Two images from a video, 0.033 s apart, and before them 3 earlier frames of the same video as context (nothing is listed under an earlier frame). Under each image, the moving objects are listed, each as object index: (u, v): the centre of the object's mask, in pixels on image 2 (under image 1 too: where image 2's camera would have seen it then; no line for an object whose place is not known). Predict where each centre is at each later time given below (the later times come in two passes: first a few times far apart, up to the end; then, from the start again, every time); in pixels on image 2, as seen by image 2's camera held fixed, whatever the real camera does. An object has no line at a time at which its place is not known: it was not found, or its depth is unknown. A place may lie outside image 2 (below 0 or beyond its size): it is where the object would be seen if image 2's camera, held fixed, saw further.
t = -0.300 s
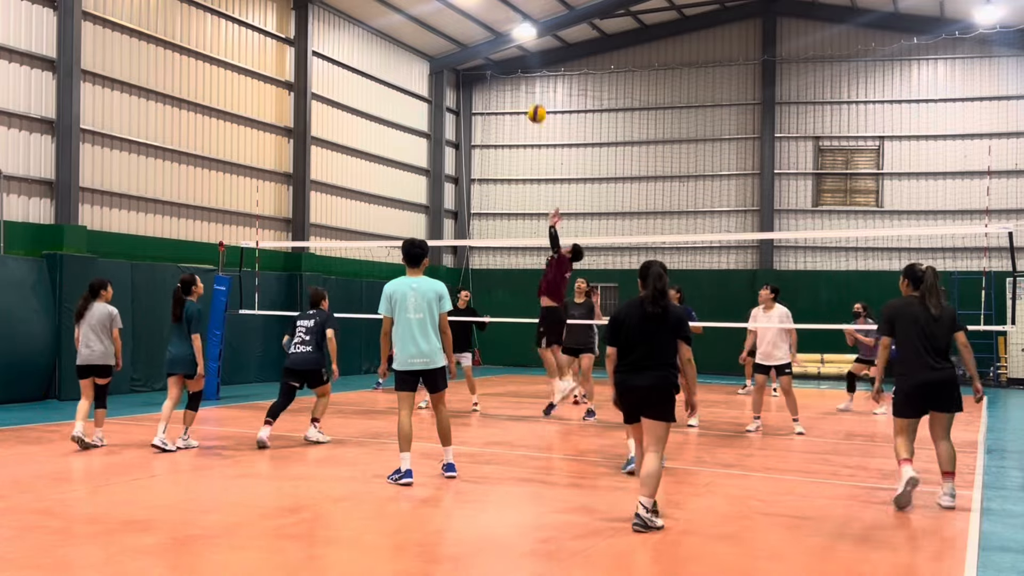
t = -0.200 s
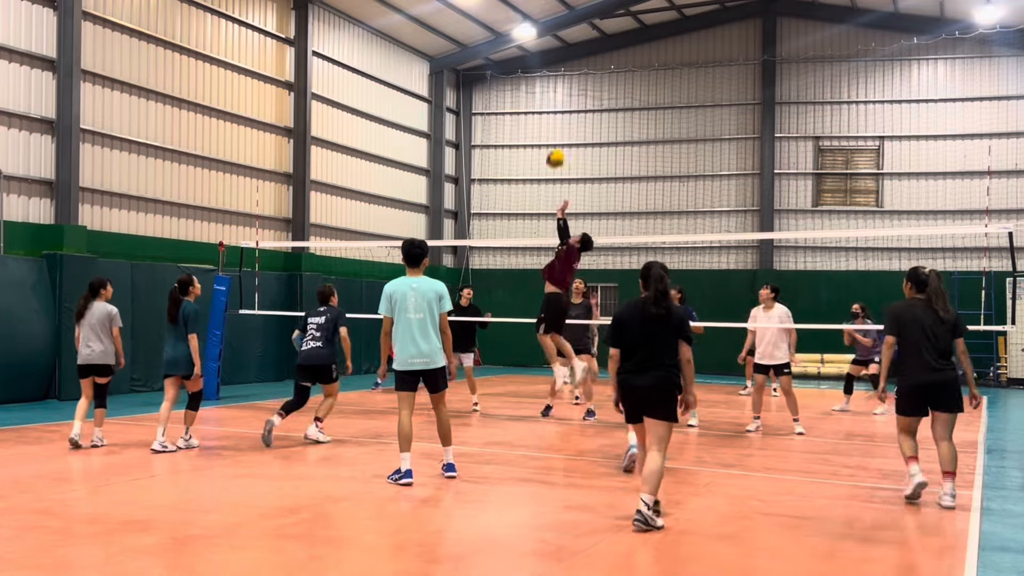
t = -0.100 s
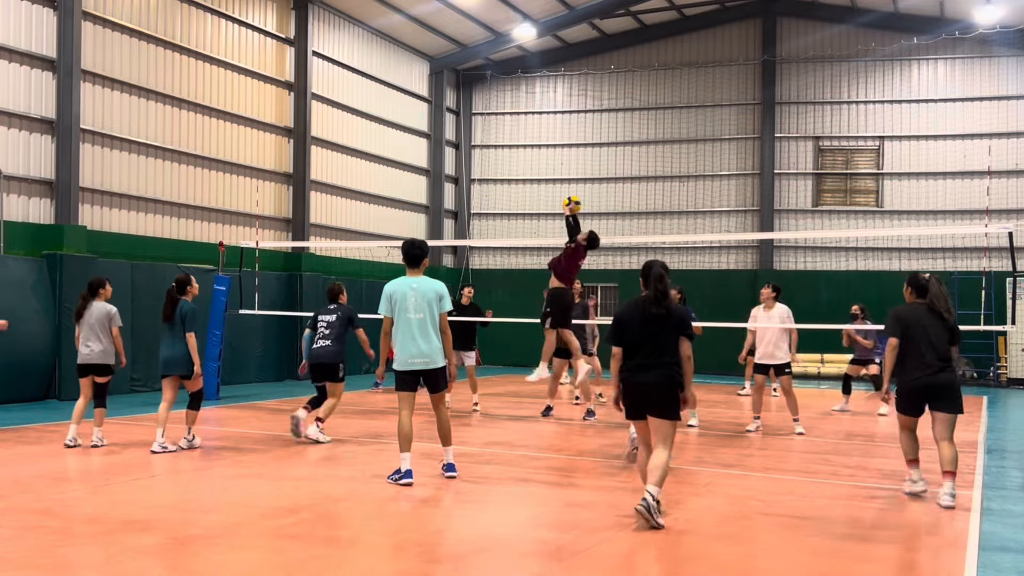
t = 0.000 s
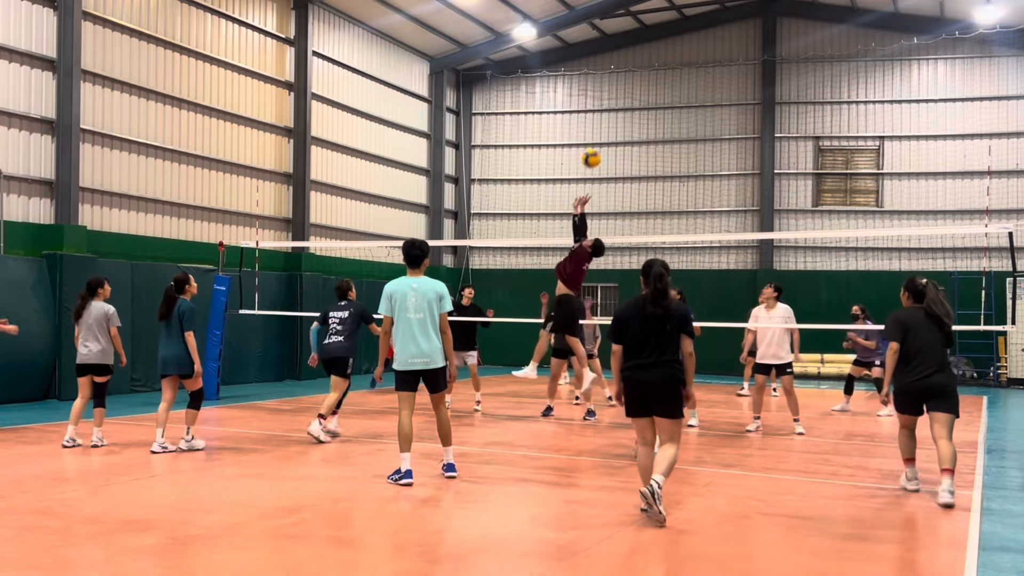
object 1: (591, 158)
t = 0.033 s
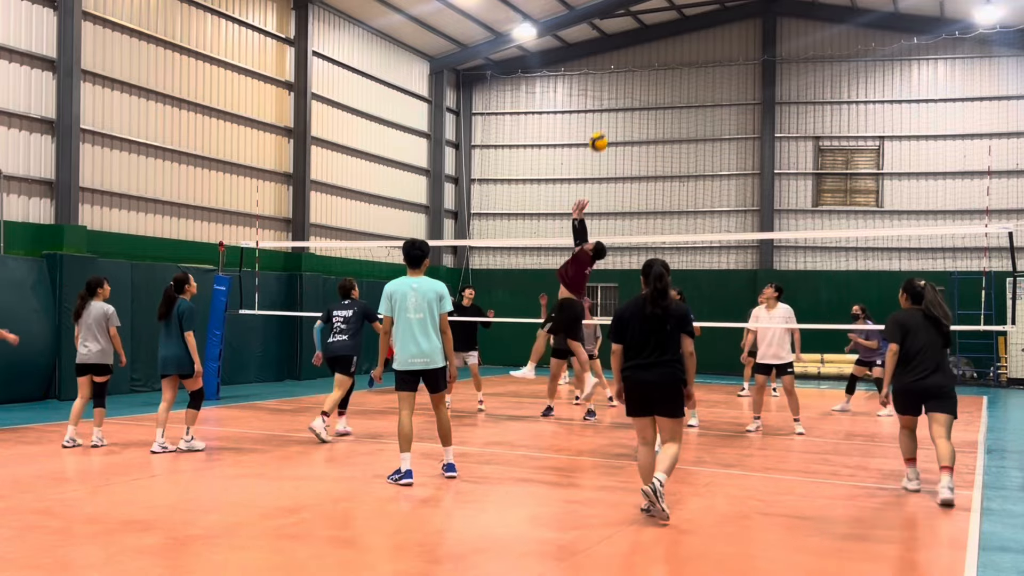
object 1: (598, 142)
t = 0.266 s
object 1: (643, 59)
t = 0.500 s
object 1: (690, 15)
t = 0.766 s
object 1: (744, 23)
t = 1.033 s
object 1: (799, 100)
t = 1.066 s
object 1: (806, 114)
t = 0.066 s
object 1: (605, 127)
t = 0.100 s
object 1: (613, 112)
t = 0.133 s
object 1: (620, 98)
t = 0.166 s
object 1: (622, 92)
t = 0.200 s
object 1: (630, 80)
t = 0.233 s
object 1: (636, 69)
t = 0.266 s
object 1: (643, 59)
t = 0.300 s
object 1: (649, 49)
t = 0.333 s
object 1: (656, 41)
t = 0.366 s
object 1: (663, 34)
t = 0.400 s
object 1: (670, 28)
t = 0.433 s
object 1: (676, 23)
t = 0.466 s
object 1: (683, 19)
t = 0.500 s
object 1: (690, 15)
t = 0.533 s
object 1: (697, 13)
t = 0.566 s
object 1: (703, 11)
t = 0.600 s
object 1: (710, 11)
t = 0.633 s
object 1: (717, 11)
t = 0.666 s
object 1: (724, 13)
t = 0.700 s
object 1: (731, 15)
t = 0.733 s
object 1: (737, 19)
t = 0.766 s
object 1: (744, 23)
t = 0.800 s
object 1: (751, 29)
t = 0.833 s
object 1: (759, 36)
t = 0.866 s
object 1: (765, 45)
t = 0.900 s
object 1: (772, 53)
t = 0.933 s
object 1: (779, 63)
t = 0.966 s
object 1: (785, 74)
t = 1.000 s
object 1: (792, 87)
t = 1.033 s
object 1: (799, 100)
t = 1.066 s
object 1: (806, 114)
